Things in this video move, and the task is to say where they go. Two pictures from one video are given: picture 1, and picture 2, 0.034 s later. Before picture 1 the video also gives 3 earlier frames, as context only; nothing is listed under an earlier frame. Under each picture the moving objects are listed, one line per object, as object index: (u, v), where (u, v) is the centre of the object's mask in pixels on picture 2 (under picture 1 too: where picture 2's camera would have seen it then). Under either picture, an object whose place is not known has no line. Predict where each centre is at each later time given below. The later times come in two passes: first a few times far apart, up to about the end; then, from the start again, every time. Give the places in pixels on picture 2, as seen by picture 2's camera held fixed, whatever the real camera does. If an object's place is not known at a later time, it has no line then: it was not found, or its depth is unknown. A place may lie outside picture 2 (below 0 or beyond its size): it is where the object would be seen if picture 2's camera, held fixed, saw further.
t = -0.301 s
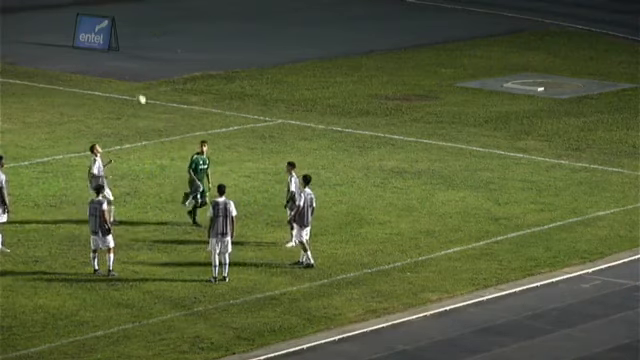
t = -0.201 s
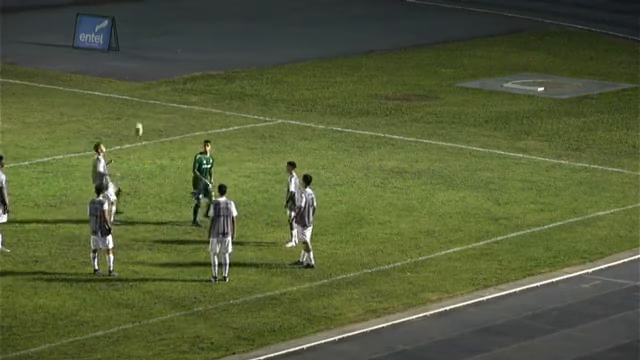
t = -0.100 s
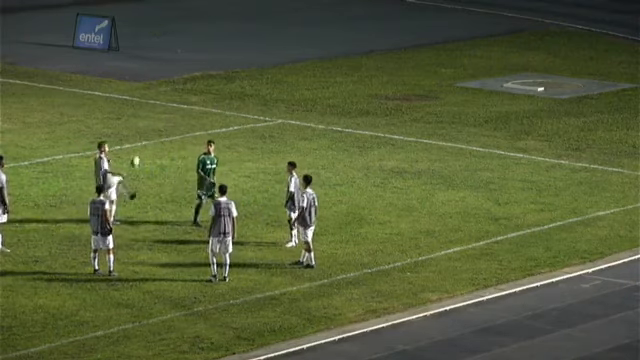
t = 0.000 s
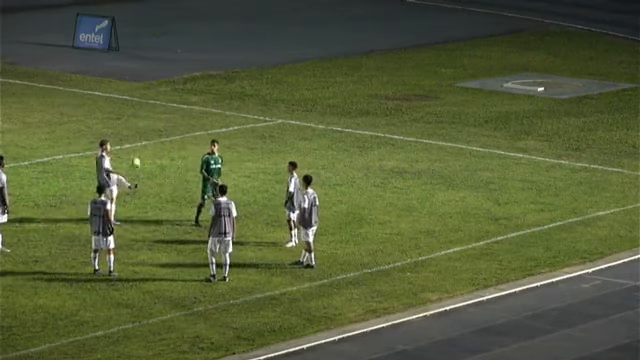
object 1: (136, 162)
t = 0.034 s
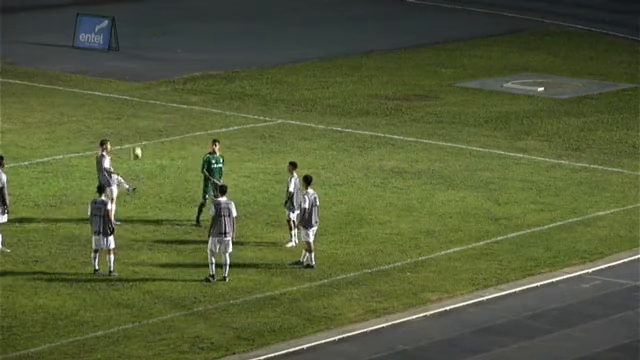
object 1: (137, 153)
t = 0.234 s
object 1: (143, 97)
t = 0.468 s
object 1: (151, 54)
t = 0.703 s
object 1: (159, 39)
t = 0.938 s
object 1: (167, 49)
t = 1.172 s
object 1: (176, 84)
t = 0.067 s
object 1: (137, 142)
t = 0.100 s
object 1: (140, 133)
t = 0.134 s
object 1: (140, 122)
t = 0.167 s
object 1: (142, 111)
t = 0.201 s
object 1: (143, 103)
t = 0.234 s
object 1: (143, 97)
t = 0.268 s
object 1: (144, 89)
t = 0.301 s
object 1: (146, 81)
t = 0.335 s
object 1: (147, 75)
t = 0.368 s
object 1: (147, 70)
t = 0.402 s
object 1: (149, 65)
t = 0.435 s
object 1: (150, 59)
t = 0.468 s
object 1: (151, 54)
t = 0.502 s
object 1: (153, 51)
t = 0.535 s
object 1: (153, 48)
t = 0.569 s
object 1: (155, 46)
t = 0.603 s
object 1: (156, 42)
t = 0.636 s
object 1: (157, 41)
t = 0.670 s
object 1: (158, 39)
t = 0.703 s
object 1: (159, 39)
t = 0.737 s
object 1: (160, 39)
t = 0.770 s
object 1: (162, 40)
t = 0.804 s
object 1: (163, 40)
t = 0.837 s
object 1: (164, 41)
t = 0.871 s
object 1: (165, 43)
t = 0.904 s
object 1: (166, 46)
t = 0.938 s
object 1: (167, 49)
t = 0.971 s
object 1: (169, 52)
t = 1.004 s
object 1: (170, 56)
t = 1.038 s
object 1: (171, 61)
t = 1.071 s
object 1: (172, 67)
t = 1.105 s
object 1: (173, 72)
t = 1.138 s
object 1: (174, 77)
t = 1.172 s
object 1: (176, 84)
